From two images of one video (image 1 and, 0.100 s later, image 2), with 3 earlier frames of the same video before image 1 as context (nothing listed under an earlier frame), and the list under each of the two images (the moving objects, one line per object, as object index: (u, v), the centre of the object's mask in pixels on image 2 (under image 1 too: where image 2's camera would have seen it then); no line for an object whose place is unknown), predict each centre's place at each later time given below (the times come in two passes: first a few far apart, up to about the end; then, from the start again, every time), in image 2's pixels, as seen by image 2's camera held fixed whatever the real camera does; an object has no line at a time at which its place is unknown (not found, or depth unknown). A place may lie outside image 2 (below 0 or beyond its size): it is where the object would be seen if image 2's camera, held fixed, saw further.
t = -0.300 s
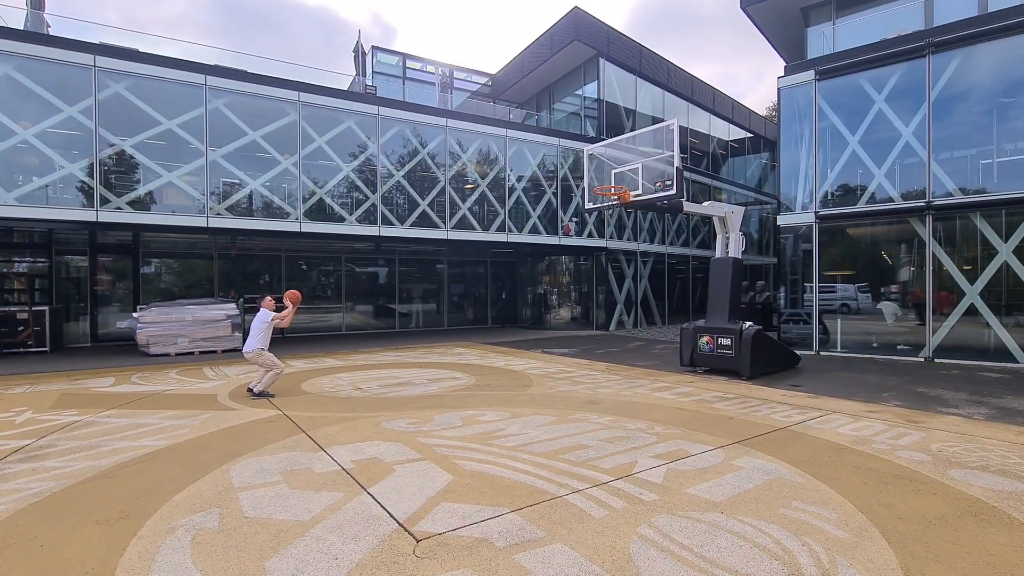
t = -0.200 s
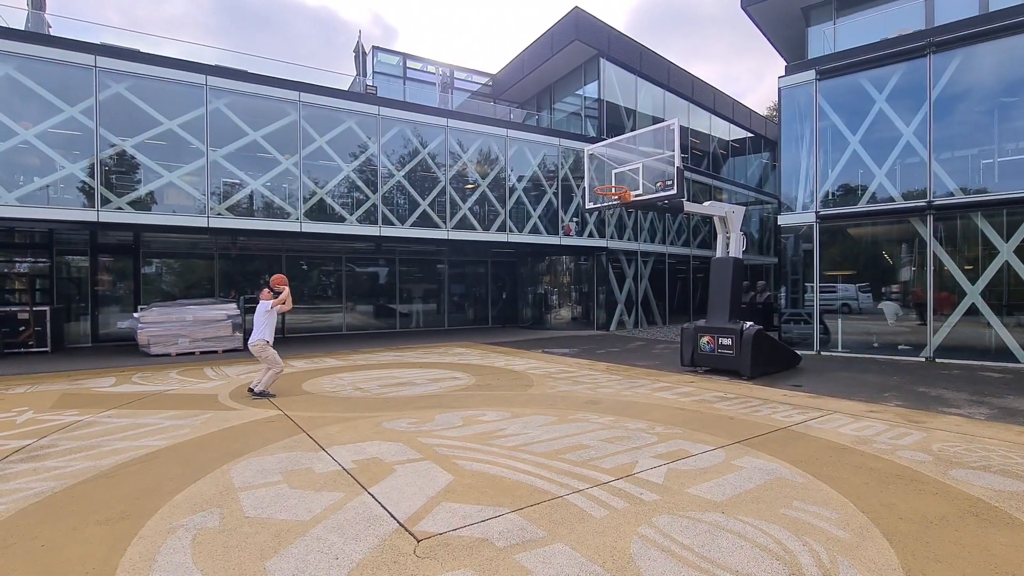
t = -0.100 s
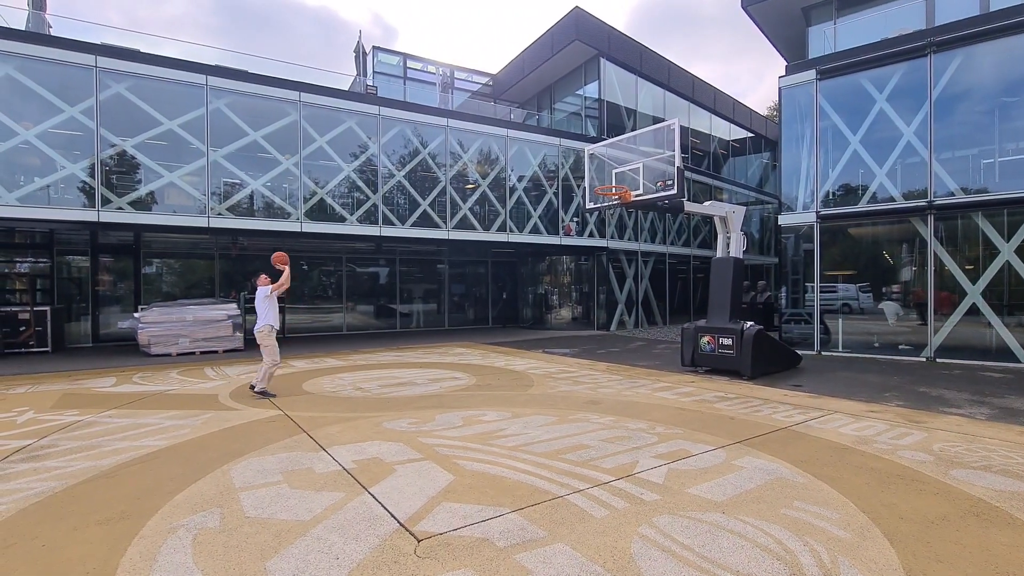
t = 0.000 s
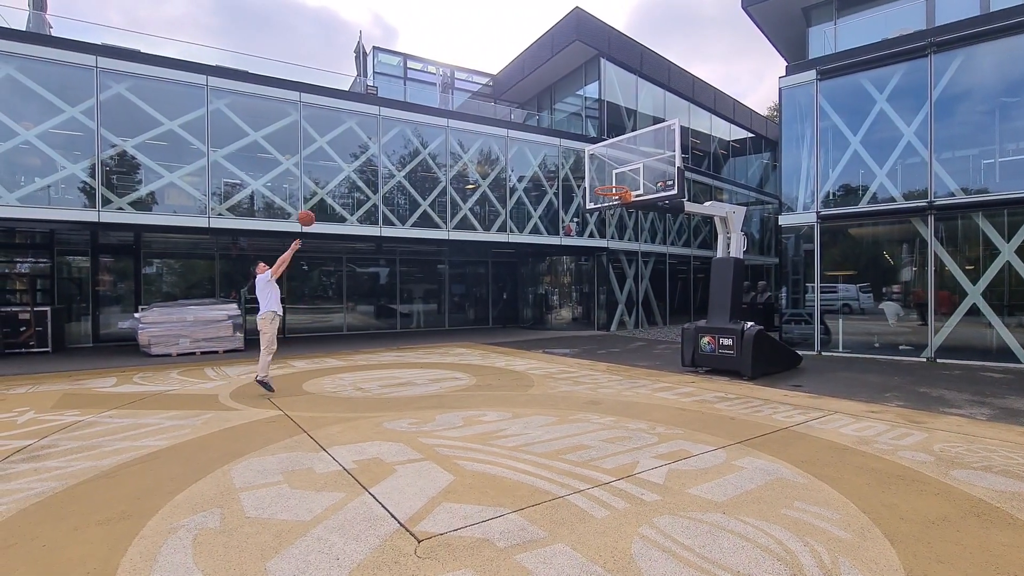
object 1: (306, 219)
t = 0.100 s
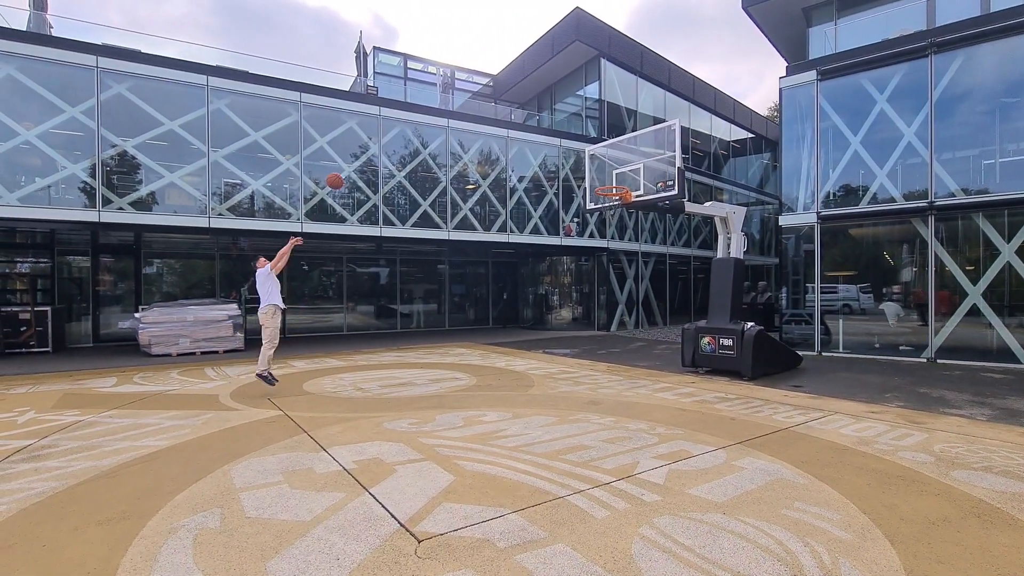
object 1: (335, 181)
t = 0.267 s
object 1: (382, 135)
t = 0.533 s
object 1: (456, 99)
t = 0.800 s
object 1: (528, 110)
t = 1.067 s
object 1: (599, 168)
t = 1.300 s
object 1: (607, 217)
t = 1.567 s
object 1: (592, 280)
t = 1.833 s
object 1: (579, 387)
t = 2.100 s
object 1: (546, 306)
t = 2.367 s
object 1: (515, 269)
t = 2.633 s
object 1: (486, 278)
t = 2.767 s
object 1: (472, 299)
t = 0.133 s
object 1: (344, 170)
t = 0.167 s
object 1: (354, 160)
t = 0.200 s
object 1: (364, 151)
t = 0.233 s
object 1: (373, 143)
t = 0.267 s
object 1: (382, 135)
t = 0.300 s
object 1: (391, 128)
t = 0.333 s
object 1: (401, 121)
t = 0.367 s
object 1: (410, 116)
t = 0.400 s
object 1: (419, 111)
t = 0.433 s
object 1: (428, 107)
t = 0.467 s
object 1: (437, 103)
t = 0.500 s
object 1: (447, 101)
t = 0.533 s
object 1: (456, 99)
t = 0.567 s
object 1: (465, 98)
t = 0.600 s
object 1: (474, 98)
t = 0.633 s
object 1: (483, 98)
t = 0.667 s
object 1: (492, 99)
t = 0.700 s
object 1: (501, 101)
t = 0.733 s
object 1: (510, 103)
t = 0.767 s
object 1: (519, 107)
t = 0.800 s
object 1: (528, 110)
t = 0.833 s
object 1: (537, 116)
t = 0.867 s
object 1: (546, 121)
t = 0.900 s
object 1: (554, 127)
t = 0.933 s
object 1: (563, 134)
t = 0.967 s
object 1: (572, 141)
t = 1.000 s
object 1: (581, 150)
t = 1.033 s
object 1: (590, 158)
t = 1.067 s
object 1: (599, 168)
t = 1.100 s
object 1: (607, 178)
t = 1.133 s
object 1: (615, 188)
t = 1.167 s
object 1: (617, 197)
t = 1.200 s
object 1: (614, 203)
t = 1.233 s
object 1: (612, 208)
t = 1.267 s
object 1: (609, 212)
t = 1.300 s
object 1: (607, 217)
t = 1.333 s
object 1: (605, 222)
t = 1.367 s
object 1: (603, 228)
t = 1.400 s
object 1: (602, 235)
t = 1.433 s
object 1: (600, 243)
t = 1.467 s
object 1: (597, 251)
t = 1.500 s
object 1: (596, 260)
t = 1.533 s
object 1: (594, 270)
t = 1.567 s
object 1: (592, 280)
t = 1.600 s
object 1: (590, 291)
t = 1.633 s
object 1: (588, 303)
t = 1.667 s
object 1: (587, 316)
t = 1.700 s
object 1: (584, 329)
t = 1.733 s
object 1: (583, 342)
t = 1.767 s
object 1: (581, 357)
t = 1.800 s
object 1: (580, 371)
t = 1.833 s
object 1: (579, 387)
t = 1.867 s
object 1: (574, 375)
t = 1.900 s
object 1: (570, 363)
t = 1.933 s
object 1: (566, 351)
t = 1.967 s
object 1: (562, 341)
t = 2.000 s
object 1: (558, 331)
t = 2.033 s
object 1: (554, 322)
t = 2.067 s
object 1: (550, 313)
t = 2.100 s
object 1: (546, 306)
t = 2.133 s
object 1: (542, 298)
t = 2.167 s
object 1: (538, 292)
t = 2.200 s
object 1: (534, 286)
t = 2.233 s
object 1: (530, 281)
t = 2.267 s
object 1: (526, 277)
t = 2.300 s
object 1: (523, 273)
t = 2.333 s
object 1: (519, 271)
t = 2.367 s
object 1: (515, 269)
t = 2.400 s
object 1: (512, 267)
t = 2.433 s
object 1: (508, 267)
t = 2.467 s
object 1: (504, 267)
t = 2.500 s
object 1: (500, 268)
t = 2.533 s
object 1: (497, 269)
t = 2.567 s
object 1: (493, 271)
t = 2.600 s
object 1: (490, 274)
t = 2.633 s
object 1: (486, 278)
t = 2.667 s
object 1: (482, 282)
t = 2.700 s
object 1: (479, 287)
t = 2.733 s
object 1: (475, 293)
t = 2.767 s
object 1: (472, 299)
